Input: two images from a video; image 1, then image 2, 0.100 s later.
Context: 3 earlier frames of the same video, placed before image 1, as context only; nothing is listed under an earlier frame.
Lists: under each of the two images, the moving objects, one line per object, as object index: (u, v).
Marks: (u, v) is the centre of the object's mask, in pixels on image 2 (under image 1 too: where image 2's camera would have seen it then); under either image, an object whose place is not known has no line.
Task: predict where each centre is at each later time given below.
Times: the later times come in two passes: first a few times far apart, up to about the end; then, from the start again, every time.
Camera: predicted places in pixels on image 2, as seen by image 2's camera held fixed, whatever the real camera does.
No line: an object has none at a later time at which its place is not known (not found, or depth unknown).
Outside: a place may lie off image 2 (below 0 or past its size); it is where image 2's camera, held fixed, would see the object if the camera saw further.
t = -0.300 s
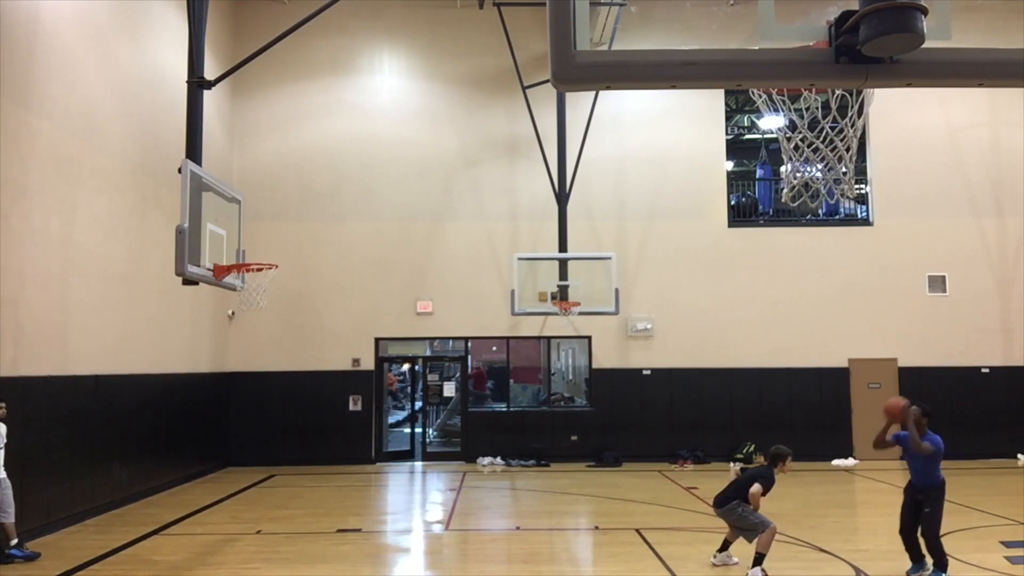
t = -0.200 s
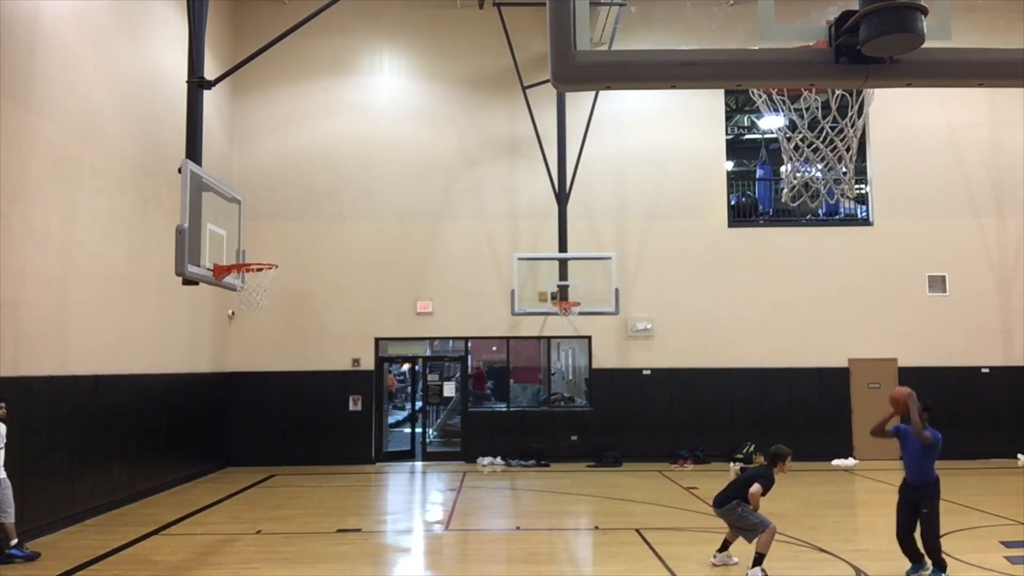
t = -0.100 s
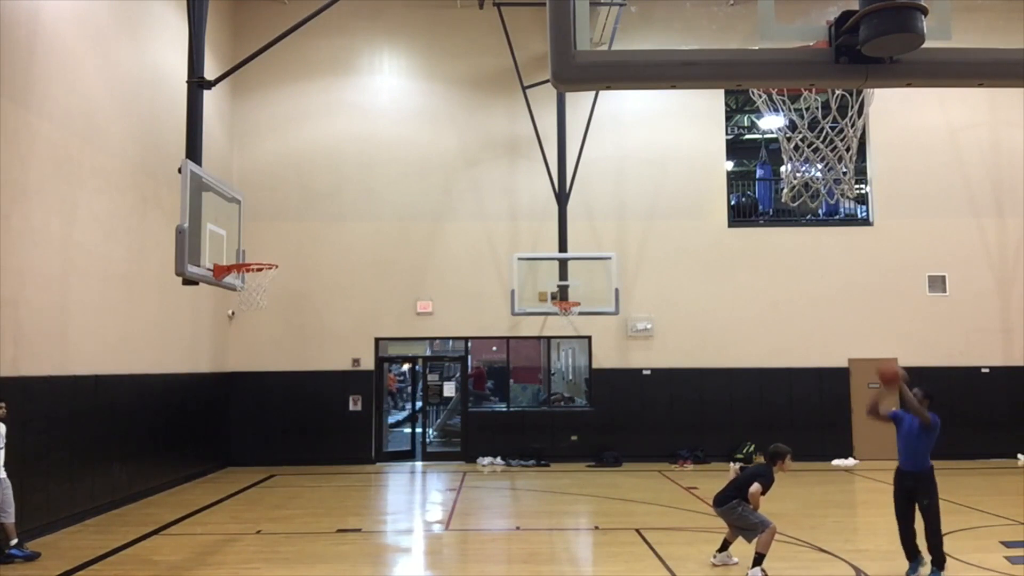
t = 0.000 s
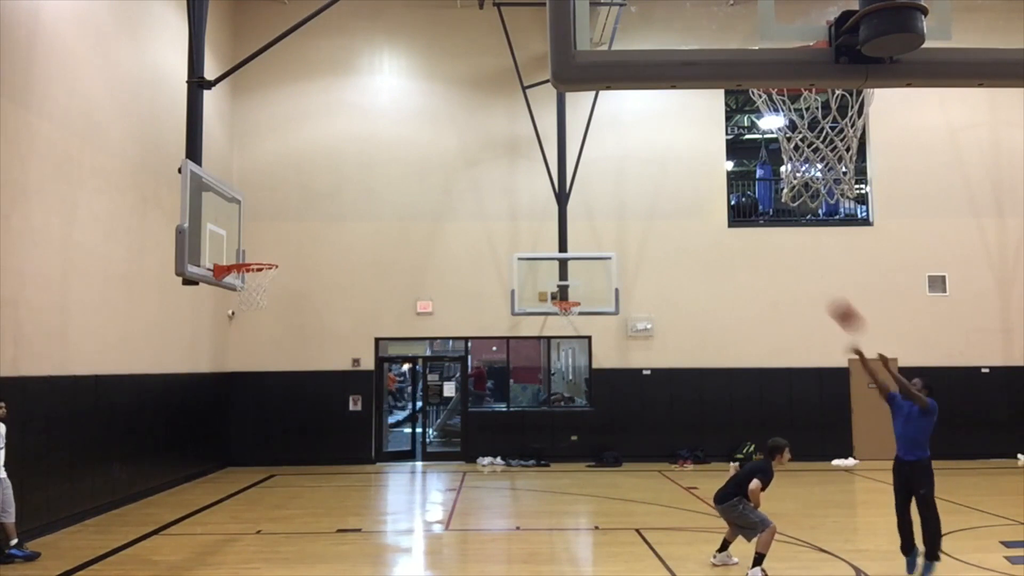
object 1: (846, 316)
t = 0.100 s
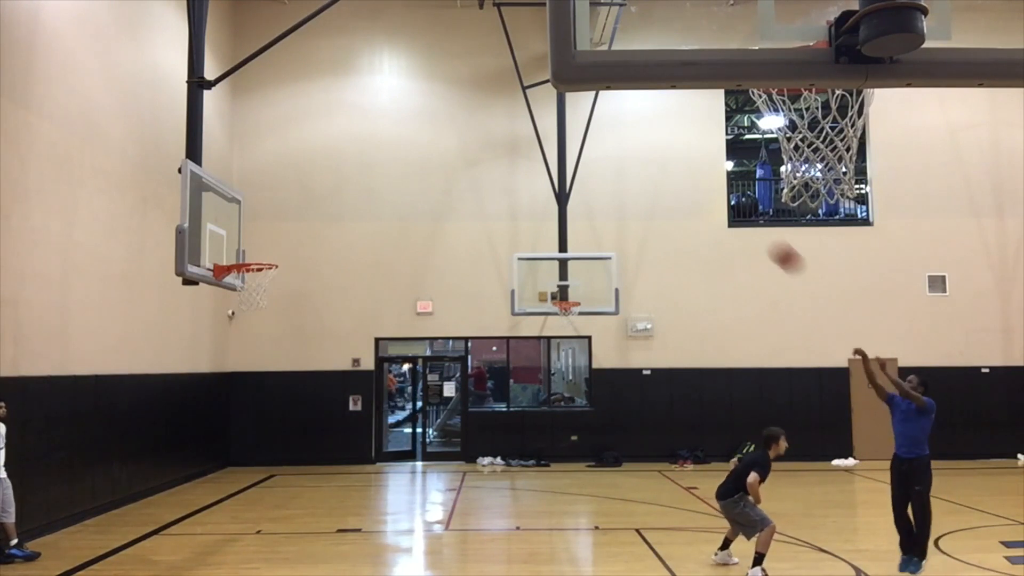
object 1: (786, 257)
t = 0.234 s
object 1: (708, 197)
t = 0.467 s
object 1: (586, 138)
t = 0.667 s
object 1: (488, 130)
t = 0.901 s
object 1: (378, 163)
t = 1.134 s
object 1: (272, 243)
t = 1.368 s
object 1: (253, 299)
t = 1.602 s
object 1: (273, 358)
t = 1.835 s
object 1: (293, 482)
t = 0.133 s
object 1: (767, 241)
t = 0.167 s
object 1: (746, 223)
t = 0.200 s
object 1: (729, 211)
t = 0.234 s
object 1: (708, 197)
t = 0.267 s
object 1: (692, 186)
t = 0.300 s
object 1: (674, 175)
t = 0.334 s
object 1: (655, 165)
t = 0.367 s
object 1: (637, 157)
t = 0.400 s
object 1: (620, 150)
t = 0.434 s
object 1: (603, 143)
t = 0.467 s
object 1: (586, 138)
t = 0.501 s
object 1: (569, 134)
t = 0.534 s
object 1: (555, 132)
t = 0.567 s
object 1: (536, 130)
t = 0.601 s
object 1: (520, 128)
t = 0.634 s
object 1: (504, 129)
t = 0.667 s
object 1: (488, 130)
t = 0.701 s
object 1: (472, 132)
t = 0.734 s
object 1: (457, 134)
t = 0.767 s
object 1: (440, 138)
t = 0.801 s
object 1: (425, 143)
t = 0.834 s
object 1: (409, 149)
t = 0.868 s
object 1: (394, 155)
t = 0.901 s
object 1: (378, 163)
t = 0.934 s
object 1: (363, 172)
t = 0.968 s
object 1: (348, 181)
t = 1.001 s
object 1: (333, 191)
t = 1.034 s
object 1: (318, 203)
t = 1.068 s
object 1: (303, 215)
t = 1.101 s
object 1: (286, 229)
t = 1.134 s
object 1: (272, 243)
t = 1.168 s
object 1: (259, 254)
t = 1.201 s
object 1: (248, 274)
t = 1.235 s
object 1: (245, 281)
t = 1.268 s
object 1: (245, 290)
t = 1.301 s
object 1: (248, 292)
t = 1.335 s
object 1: (250, 295)
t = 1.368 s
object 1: (253, 299)
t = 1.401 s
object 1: (256, 304)
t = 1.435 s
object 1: (259, 310)
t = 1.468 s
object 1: (262, 317)
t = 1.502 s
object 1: (265, 326)
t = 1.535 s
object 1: (267, 336)
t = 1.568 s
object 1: (270, 347)
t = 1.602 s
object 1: (273, 358)
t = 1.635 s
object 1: (277, 375)
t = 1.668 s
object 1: (279, 389)
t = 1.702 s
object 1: (282, 404)
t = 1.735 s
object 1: (285, 421)
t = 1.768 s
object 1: (288, 441)
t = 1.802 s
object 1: (290, 457)
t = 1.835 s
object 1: (293, 482)
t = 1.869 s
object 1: (295, 506)
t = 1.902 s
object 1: (298, 531)
